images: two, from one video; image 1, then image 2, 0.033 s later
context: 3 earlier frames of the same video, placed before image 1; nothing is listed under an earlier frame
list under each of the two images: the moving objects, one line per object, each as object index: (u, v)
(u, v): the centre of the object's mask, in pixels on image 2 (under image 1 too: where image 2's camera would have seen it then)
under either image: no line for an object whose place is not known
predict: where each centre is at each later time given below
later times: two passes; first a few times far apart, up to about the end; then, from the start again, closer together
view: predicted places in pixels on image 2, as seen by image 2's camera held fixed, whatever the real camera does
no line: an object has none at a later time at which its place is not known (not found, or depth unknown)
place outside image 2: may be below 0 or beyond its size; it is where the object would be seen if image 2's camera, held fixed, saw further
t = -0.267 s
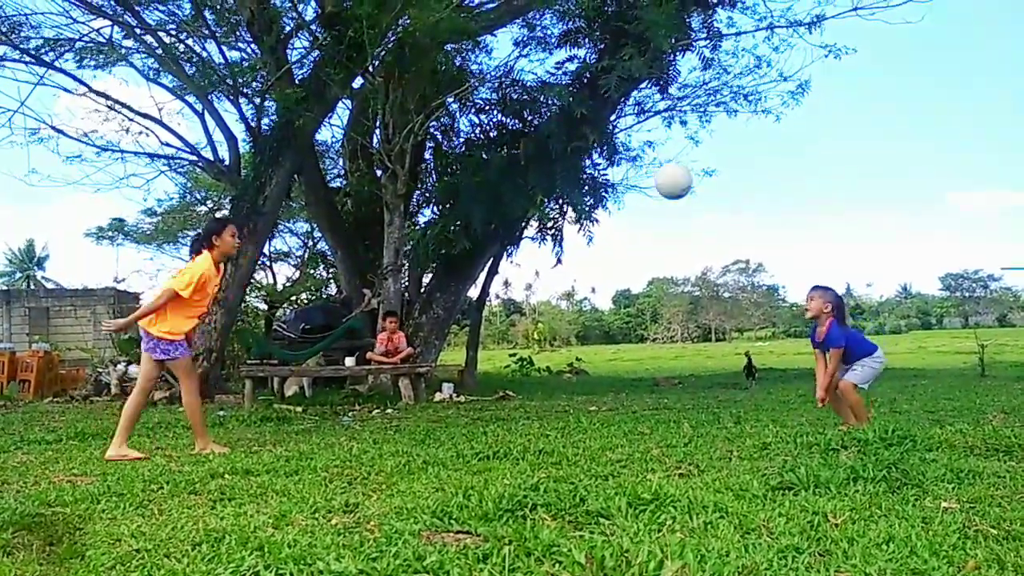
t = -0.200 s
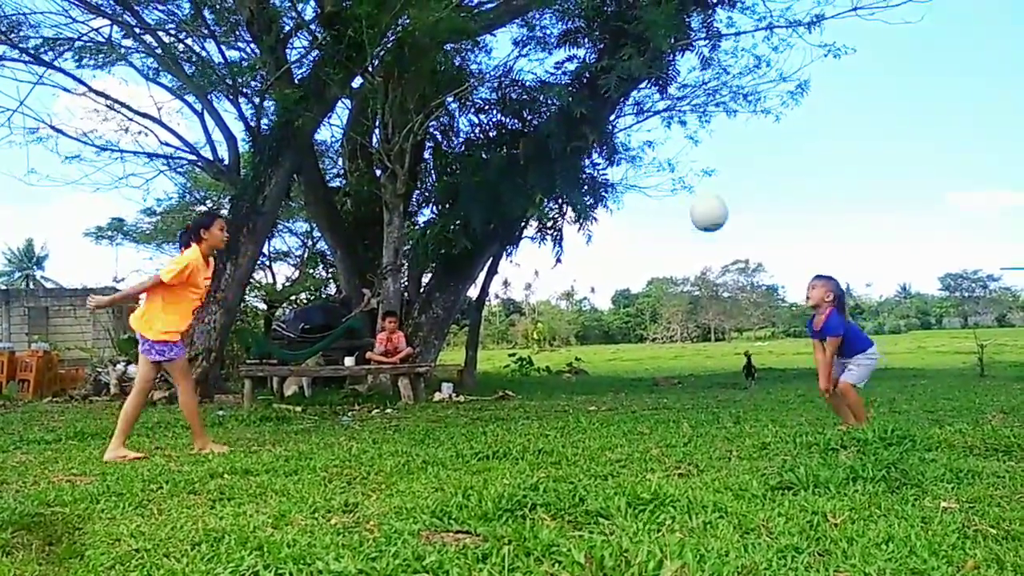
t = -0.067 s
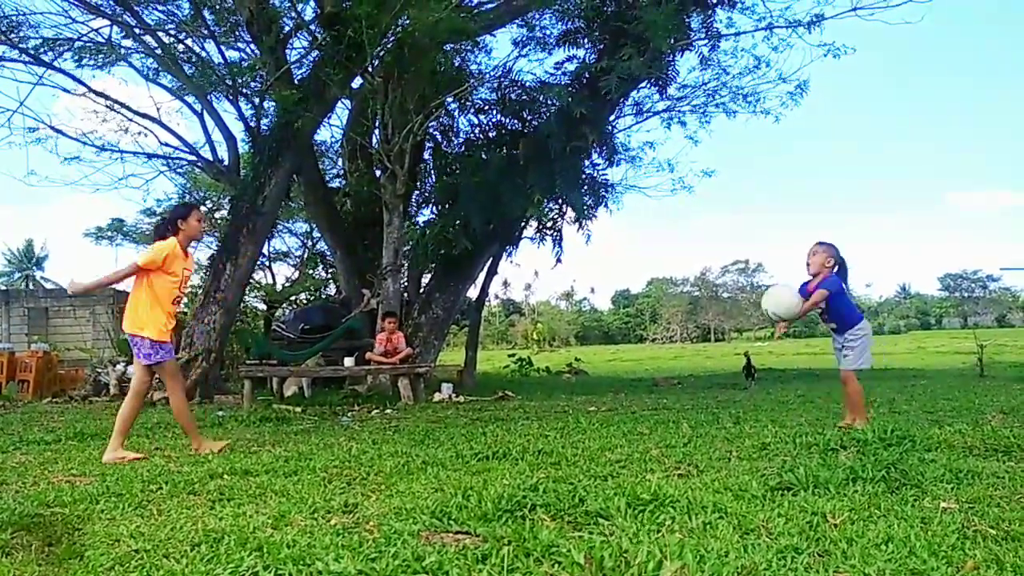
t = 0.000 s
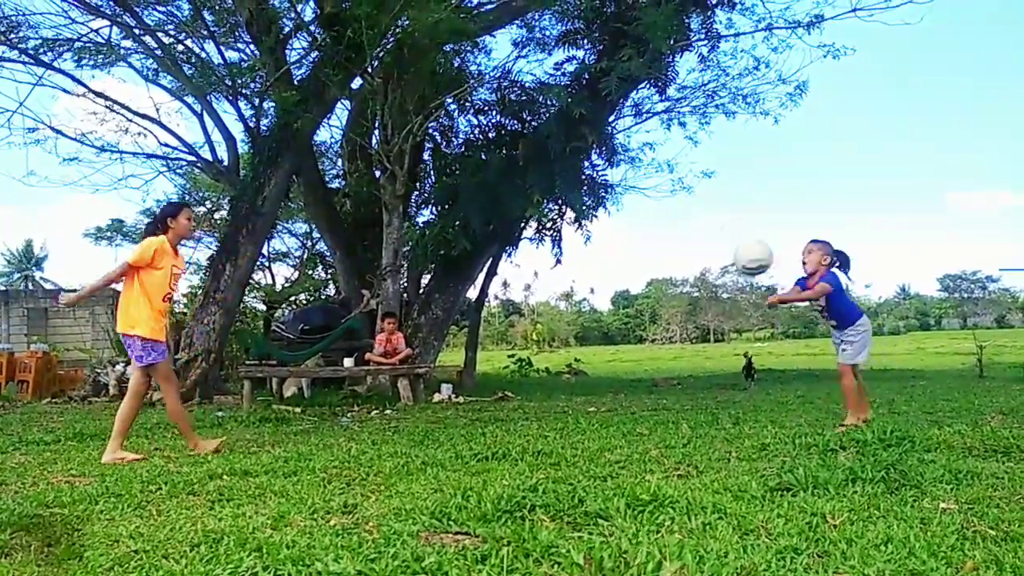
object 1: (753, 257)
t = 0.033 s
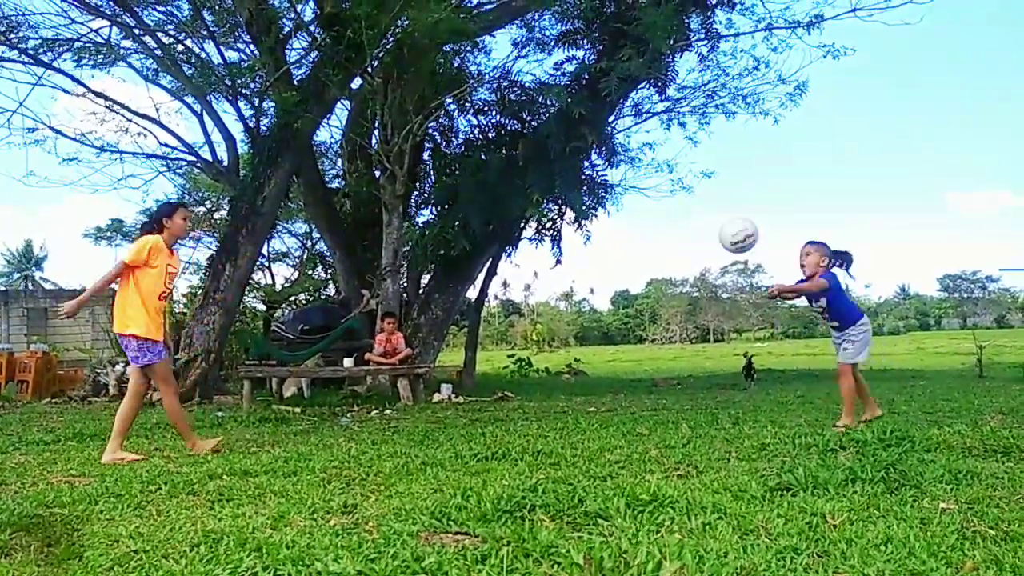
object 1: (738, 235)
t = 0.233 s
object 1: (655, 143)
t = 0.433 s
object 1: (573, 115)
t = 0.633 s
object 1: (492, 162)
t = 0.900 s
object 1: (381, 343)
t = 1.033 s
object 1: (328, 423)
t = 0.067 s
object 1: (725, 217)
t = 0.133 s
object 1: (696, 181)
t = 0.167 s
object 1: (682, 166)
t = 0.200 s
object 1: (669, 154)
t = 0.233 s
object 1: (655, 143)
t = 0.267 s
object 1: (642, 133)
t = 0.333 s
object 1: (614, 119)
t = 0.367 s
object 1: (600, 116)
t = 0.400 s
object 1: (586, 115)
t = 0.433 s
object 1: (573, 115)
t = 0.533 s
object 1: (532, 130)
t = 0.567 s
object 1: (518, 138)
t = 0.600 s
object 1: (505, 149)
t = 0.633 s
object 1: (492, 162)
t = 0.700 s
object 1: (465, 193)
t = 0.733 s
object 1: (451, 212)
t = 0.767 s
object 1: (437, 233)
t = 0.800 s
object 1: (423, 257)
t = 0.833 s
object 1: (409, 282)
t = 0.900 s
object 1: (381, 343)
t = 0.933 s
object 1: (366, 377)
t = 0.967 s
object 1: (351, 414)
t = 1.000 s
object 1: (338, 443)
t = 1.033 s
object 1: (328, 423)
